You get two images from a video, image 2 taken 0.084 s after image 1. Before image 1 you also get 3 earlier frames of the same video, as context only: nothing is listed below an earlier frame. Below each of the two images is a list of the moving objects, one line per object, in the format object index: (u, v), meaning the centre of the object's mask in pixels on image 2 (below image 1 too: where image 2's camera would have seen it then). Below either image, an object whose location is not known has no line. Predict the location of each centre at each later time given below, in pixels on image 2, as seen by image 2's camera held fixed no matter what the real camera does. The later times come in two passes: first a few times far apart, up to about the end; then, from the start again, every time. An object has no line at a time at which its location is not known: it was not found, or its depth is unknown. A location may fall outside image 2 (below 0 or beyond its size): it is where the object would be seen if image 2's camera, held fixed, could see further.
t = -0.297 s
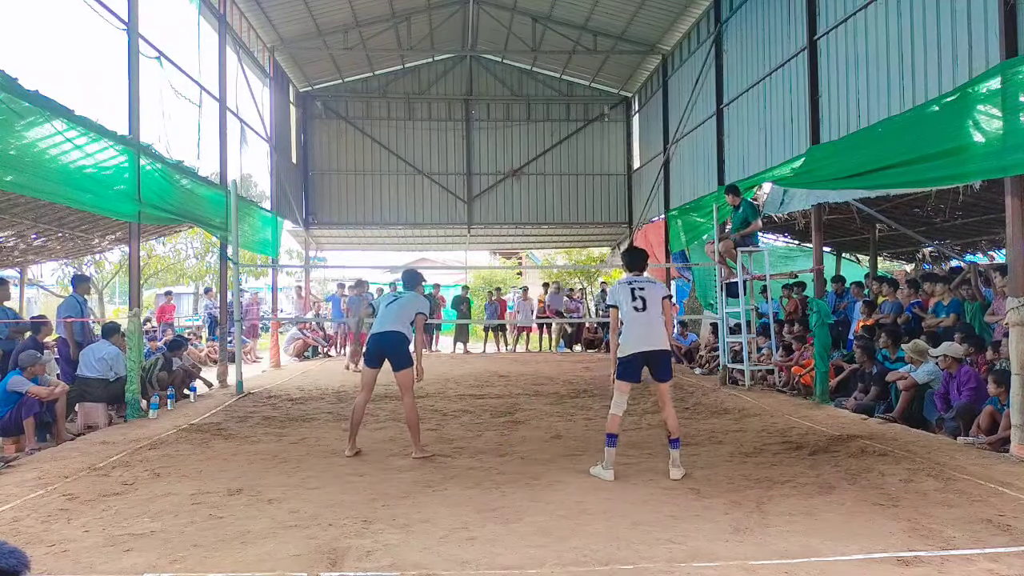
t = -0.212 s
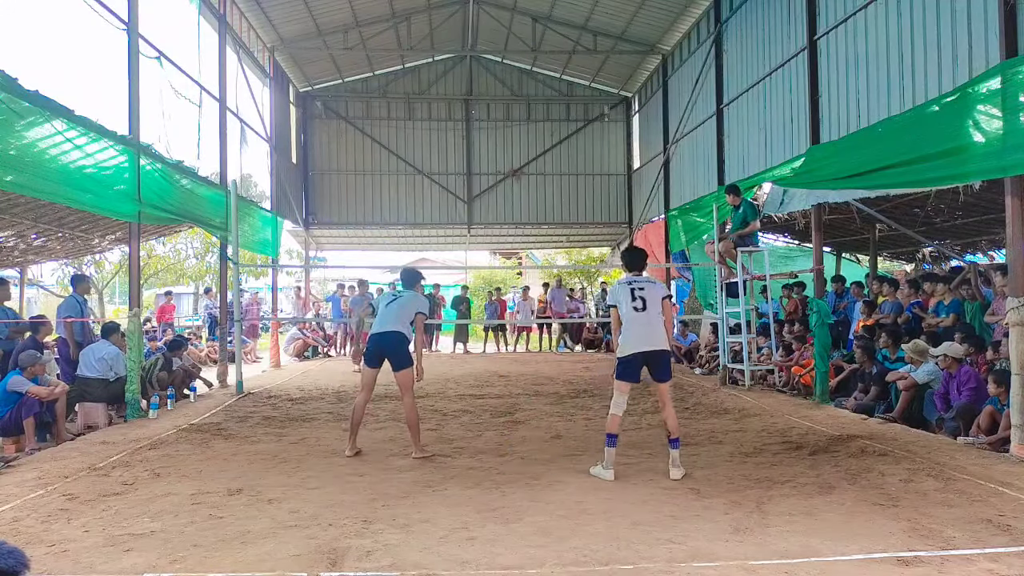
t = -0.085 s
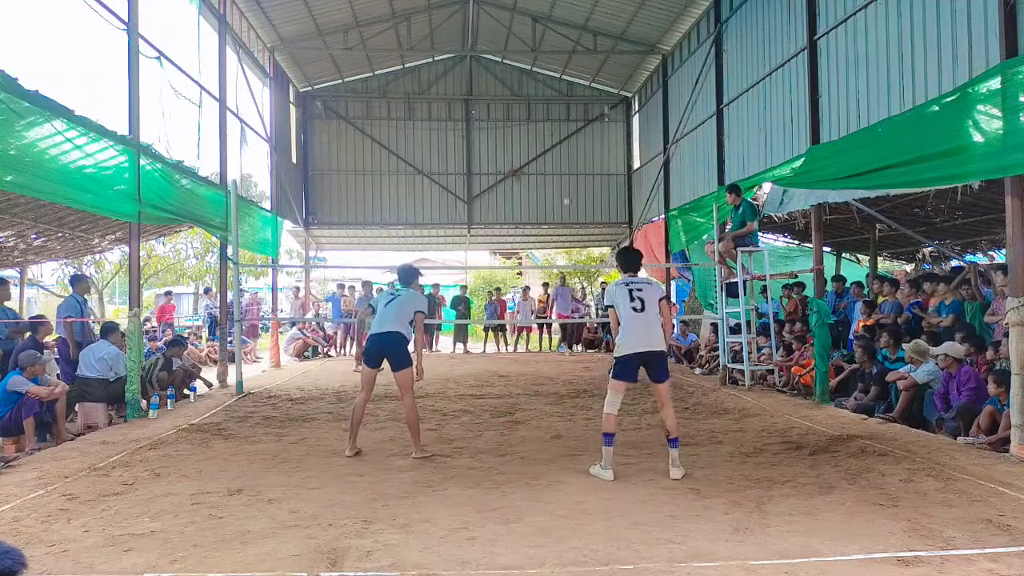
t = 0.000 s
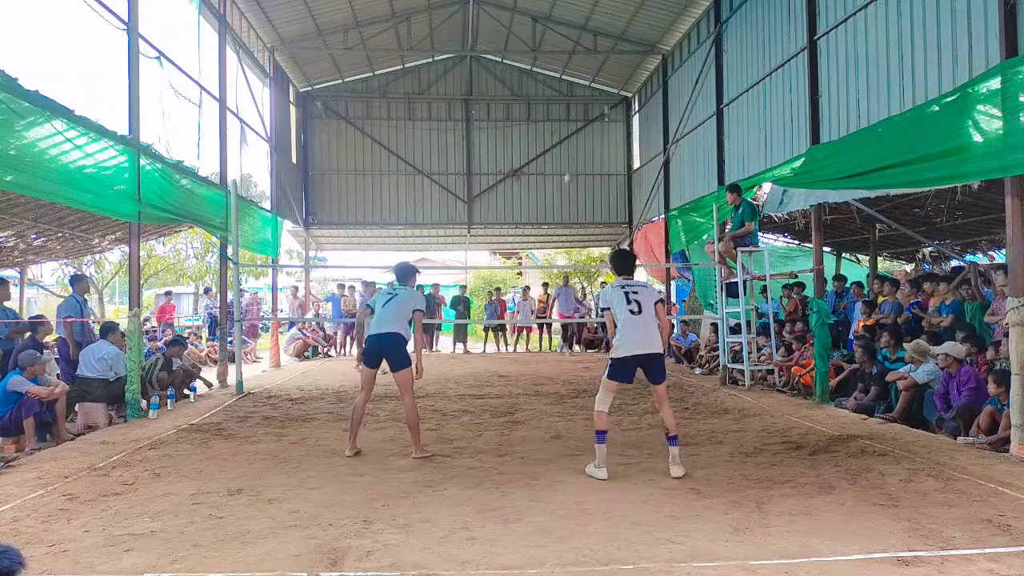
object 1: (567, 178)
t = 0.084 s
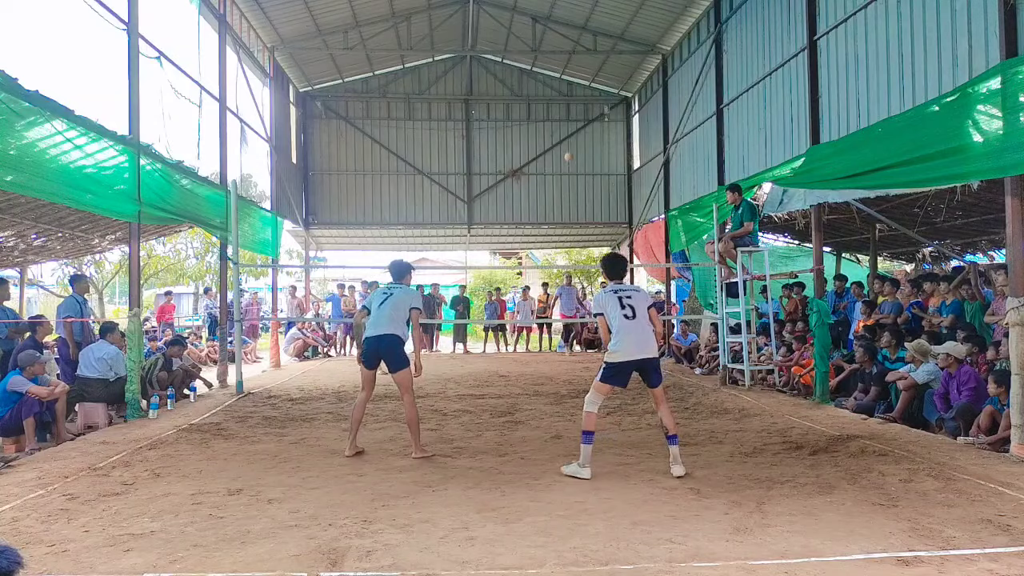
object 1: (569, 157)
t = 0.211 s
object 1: (567, 129)
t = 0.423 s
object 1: (564, 99)
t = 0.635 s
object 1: (555, 104)
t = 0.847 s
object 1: (541, 169)
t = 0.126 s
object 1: (568, 147)
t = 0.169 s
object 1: (568, 137)
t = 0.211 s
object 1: (567, 129)
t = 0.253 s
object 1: (567, 121)
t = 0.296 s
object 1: (566, 114)
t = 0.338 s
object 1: (566, 108)
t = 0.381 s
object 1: (565, 103)
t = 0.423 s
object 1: (564, 99)
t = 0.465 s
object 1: (563, 97)
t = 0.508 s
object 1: (561, 96)
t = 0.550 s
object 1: (560, 97)
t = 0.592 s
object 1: (557, 99)
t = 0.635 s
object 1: (555, 104)
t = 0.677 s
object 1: (552, 111)
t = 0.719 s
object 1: (549, 120)
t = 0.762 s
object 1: (546, 133)
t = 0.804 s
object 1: (542, 150)
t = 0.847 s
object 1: (541, 169)
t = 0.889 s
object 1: (533, 196)
